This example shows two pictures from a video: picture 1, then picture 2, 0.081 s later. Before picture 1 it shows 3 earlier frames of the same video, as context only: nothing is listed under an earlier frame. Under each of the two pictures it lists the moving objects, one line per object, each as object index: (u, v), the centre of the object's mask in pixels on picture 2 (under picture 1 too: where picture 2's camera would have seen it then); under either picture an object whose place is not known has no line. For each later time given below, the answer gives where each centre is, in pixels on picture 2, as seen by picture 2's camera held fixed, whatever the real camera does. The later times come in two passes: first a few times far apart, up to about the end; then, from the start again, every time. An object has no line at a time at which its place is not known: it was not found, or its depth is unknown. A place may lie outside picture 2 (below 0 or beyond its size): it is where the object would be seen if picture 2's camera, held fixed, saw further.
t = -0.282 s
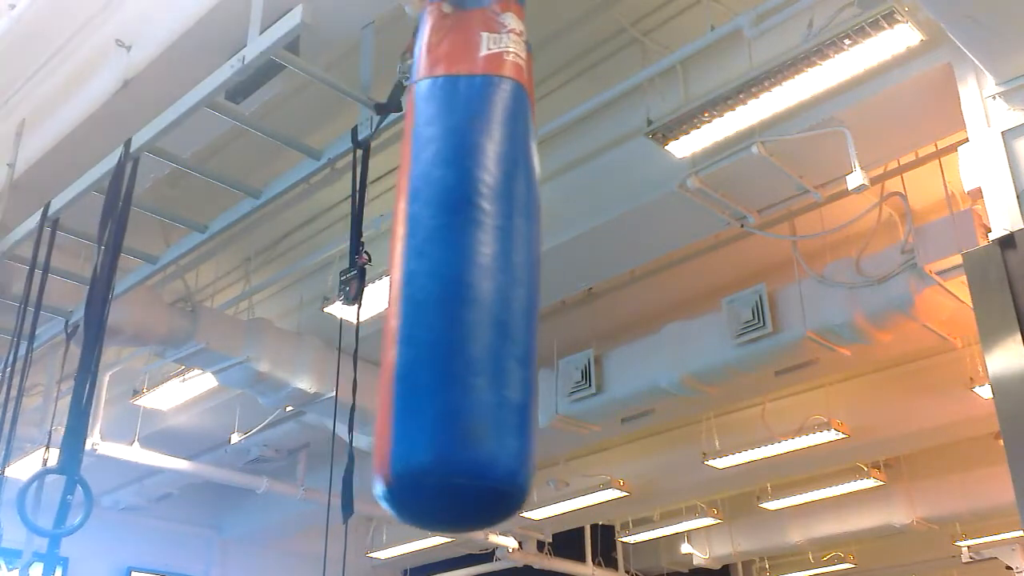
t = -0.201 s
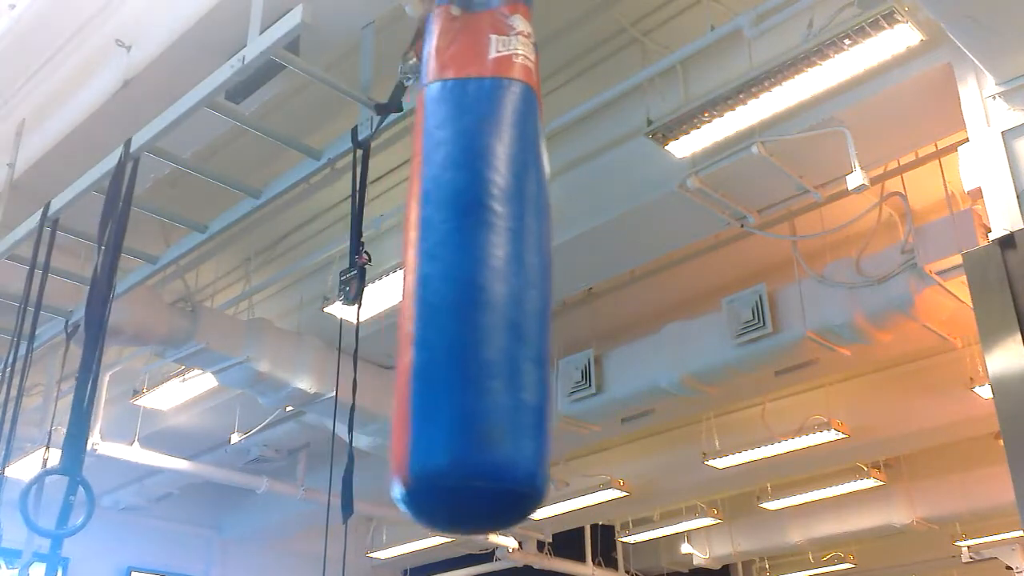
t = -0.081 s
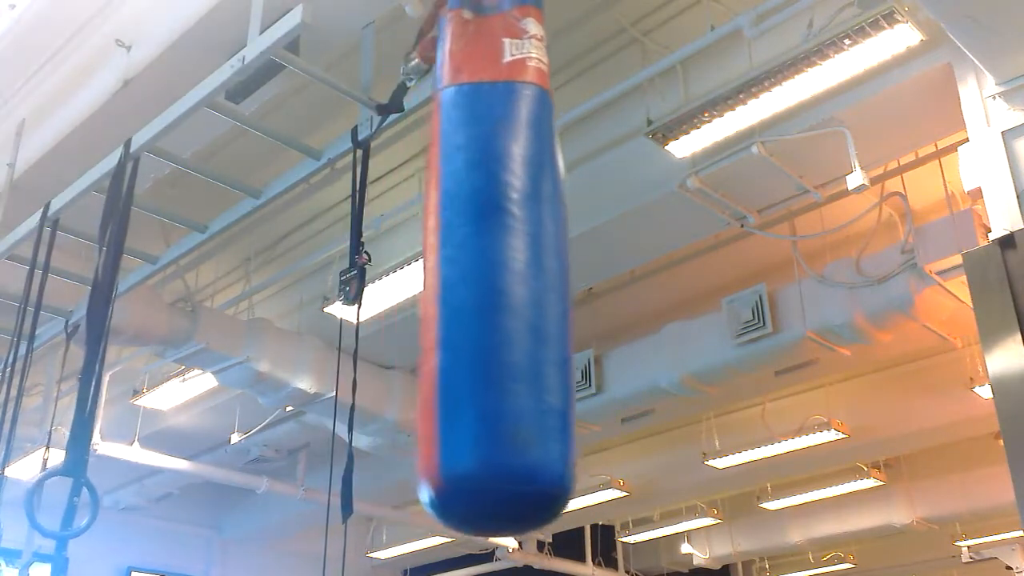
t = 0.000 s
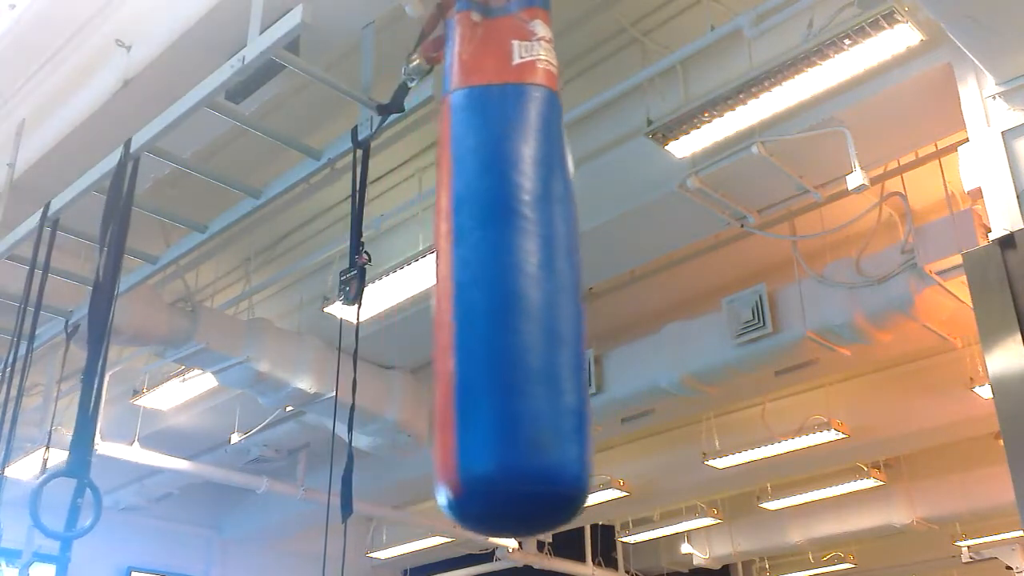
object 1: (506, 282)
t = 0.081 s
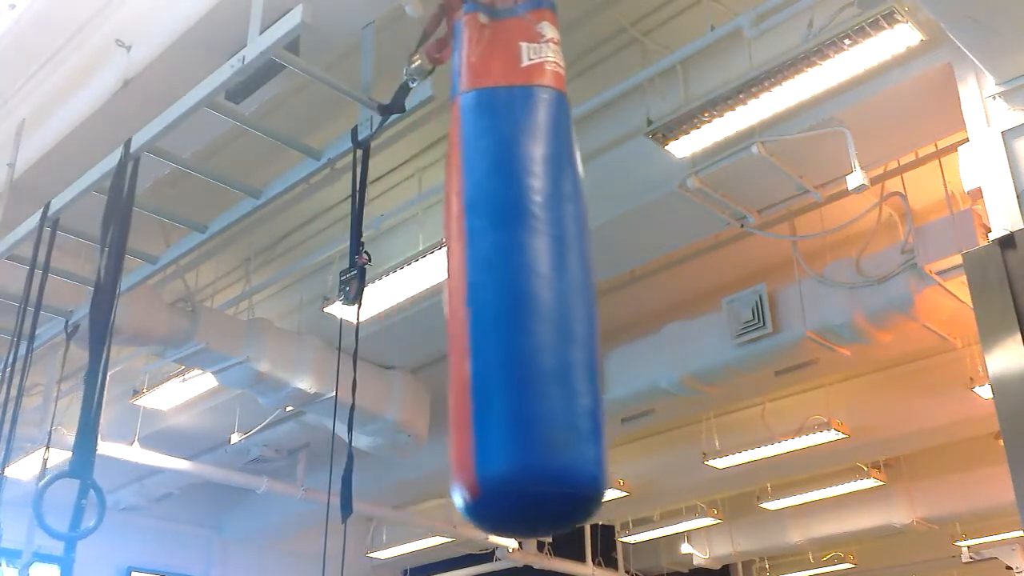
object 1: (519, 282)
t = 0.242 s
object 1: (538, 284)
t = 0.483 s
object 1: (554, 284)
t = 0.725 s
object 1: (550, 285)
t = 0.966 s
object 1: (527, 282)
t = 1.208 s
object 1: (491, 280)
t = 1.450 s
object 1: (453, 277)
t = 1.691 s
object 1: (426, 272)
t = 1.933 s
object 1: (415, 271)
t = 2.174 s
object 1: (428, 272)
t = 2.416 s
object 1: (457, 276)
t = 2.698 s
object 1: (500, 281)
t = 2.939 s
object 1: (533, 283)
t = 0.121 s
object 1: (524, 283)
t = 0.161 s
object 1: (529, 283)
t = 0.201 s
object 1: (534, 284)
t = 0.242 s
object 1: (538, 284)
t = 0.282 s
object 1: (542, 284)
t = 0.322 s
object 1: (546, 284)
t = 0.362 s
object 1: (548, 284)
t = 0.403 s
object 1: (550, 285)
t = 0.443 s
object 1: (553, 285)
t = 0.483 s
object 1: (554, 284)
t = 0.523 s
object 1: (554, 285)
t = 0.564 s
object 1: (554, 285)
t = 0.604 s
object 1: (554, 284)
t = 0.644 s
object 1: (553, 285)
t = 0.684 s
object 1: (552, 284)
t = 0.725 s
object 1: (550, 285)
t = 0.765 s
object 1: (546, 284)
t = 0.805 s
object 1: (544, 285)
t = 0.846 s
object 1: (540, 284)
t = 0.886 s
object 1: (536, 284)
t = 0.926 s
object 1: (531, 284)
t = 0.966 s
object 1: (527, 282)
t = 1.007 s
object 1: (521, 282)
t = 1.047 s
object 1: (515, 281)
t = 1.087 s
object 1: (510, 282)
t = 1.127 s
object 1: (504, 281)
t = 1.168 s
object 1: (498, 280)
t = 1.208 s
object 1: (491, 280)
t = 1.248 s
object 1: (484, 280)
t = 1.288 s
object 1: (477, 280)
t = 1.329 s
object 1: (472, 279)
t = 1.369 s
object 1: (465, 278)
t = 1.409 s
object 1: (459, 278)
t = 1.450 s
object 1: (453, 277)
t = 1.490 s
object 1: (448, 277)
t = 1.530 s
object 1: (442, 275)
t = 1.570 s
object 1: (437, 275)
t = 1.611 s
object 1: (432, 274)
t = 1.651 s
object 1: (428, 274)
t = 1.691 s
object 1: (426, 272)
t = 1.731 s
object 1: (422, 272)
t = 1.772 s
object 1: (420, 272)
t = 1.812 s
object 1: (418, 271)
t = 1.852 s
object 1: (416, 271)
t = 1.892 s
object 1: (415, 271)
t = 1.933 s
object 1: (415, 271)
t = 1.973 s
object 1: (415, 271)
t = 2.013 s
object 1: (417, 271)
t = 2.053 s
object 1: (419, 271)
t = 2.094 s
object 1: (421, 272)
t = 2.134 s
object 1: (424, 272)
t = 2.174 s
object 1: (428, 272)
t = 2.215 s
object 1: (431, 273)
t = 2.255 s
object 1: (436, 274)
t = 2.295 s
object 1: (440, 274)
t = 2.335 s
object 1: (446, 274)
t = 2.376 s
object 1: (452, 276)
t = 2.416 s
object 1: (457, 276)
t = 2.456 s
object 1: (463, 277)
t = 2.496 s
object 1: (468, 278)
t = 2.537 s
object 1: (476, 278)
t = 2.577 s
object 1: (482, 279)
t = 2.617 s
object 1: (489, 280)
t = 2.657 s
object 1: (494, 280)
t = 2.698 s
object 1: (500, 281)
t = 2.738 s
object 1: (507, 280)
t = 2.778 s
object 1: (513, 281)
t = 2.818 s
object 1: (518, 281)
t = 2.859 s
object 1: (523, 283)
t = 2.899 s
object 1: (529, 282)
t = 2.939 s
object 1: (533, 283)
